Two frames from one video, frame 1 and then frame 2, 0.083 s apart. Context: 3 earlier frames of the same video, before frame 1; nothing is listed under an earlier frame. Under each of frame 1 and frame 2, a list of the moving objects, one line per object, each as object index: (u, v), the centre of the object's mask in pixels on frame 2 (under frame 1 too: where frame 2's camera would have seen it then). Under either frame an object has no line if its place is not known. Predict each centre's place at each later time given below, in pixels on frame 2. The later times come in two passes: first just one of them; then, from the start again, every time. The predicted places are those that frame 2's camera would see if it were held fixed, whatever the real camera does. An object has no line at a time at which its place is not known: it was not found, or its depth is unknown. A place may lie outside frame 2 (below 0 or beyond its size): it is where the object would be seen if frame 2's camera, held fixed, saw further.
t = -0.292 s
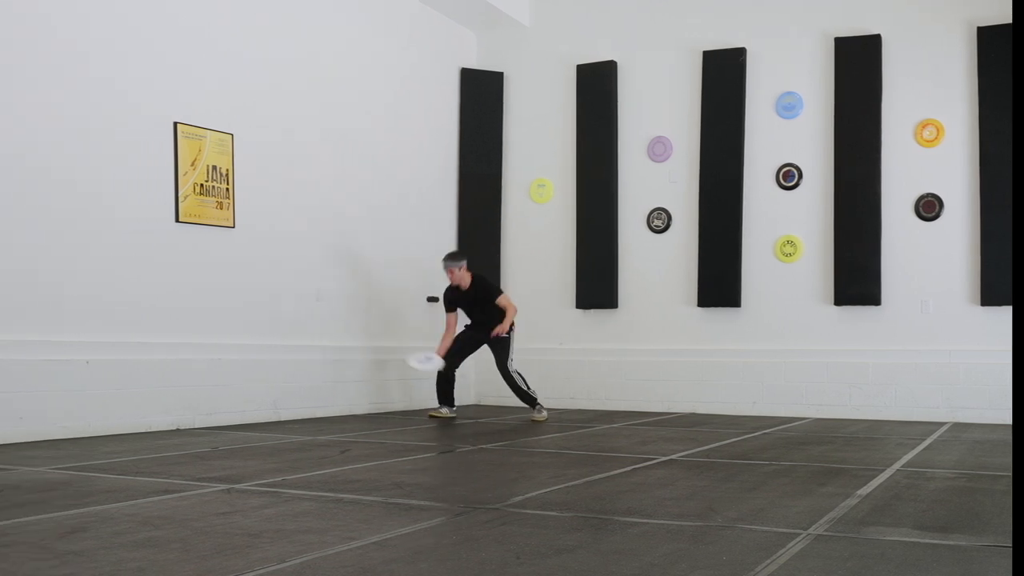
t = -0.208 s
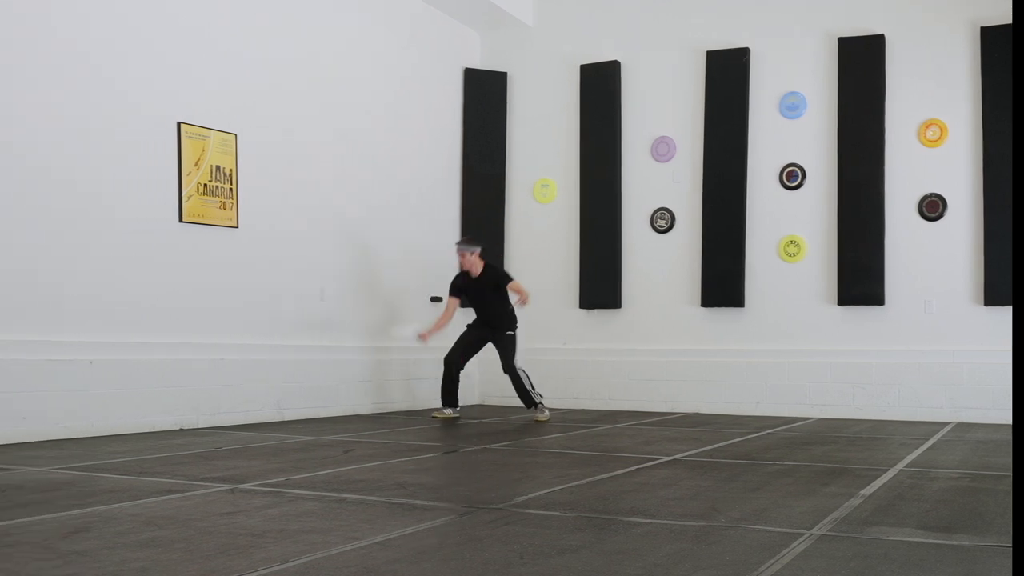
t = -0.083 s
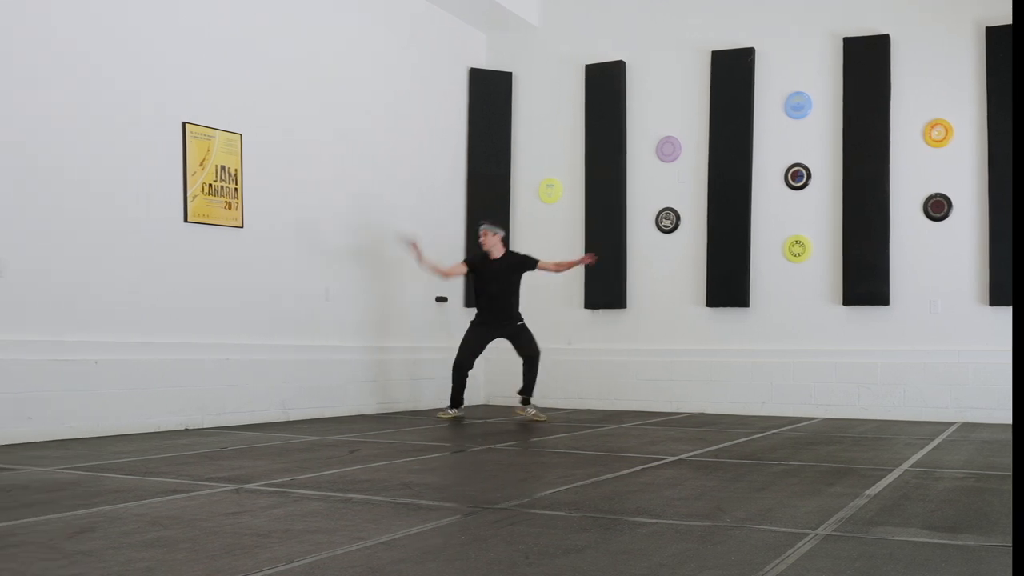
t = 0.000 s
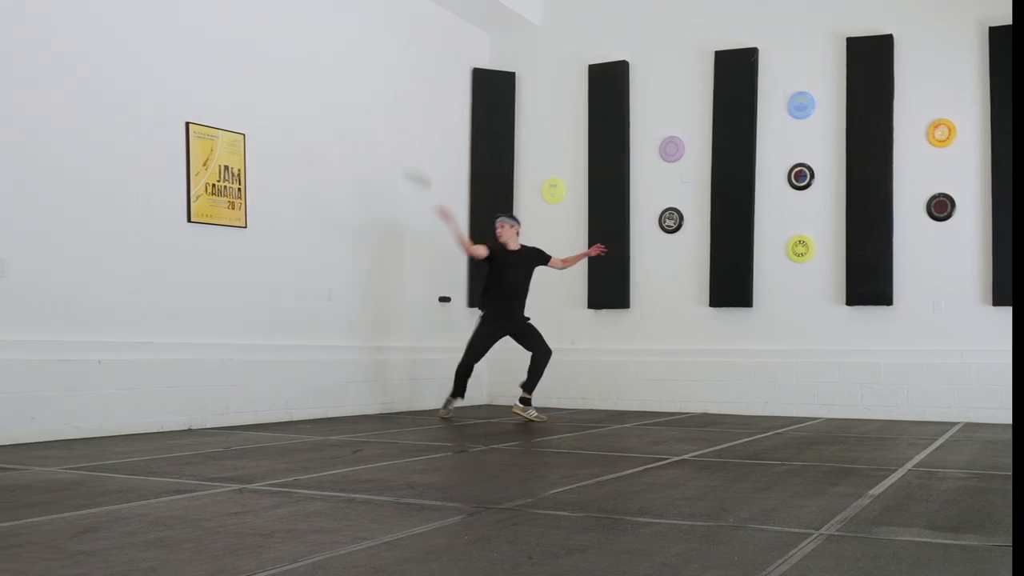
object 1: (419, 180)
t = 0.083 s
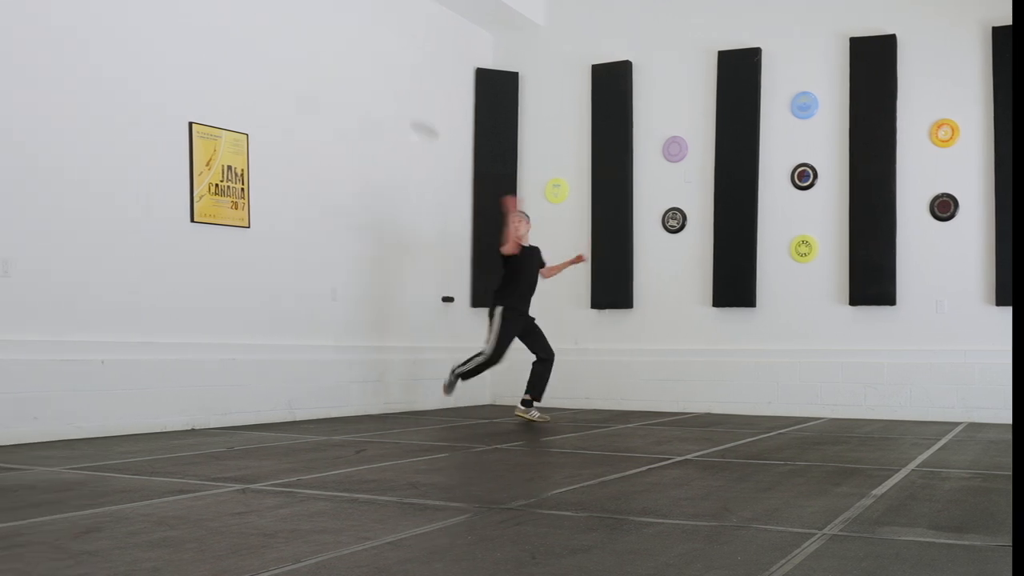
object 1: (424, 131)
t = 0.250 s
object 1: (433, 59)
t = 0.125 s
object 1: (424, 110)
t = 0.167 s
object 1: (428, 91)
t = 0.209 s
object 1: (430, 74)
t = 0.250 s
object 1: (433, 59)
